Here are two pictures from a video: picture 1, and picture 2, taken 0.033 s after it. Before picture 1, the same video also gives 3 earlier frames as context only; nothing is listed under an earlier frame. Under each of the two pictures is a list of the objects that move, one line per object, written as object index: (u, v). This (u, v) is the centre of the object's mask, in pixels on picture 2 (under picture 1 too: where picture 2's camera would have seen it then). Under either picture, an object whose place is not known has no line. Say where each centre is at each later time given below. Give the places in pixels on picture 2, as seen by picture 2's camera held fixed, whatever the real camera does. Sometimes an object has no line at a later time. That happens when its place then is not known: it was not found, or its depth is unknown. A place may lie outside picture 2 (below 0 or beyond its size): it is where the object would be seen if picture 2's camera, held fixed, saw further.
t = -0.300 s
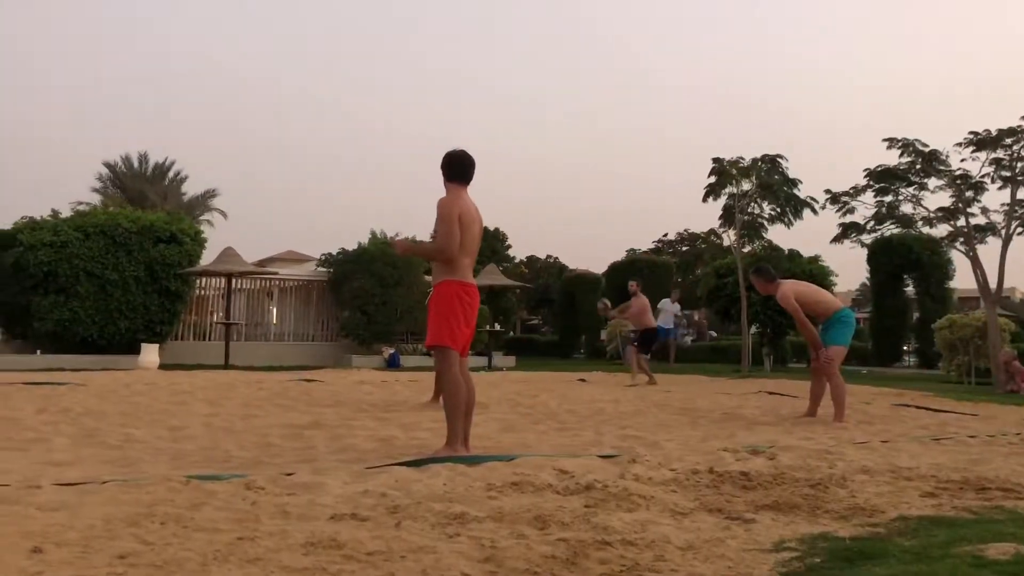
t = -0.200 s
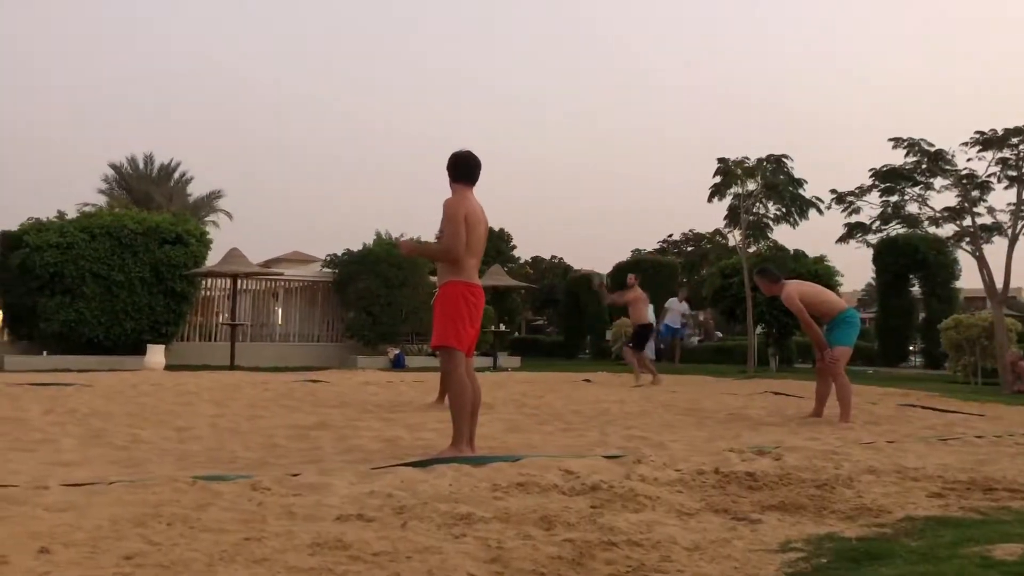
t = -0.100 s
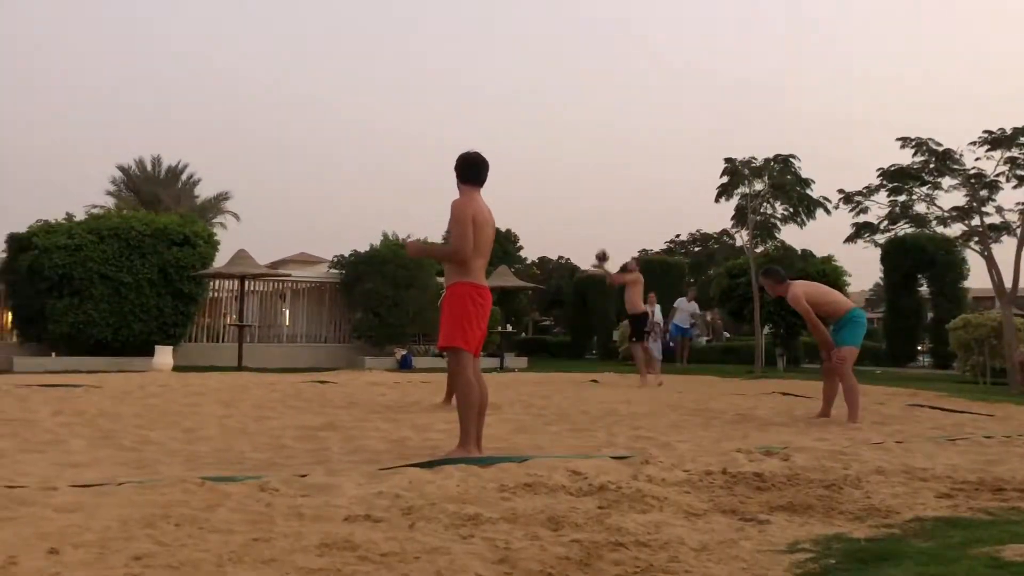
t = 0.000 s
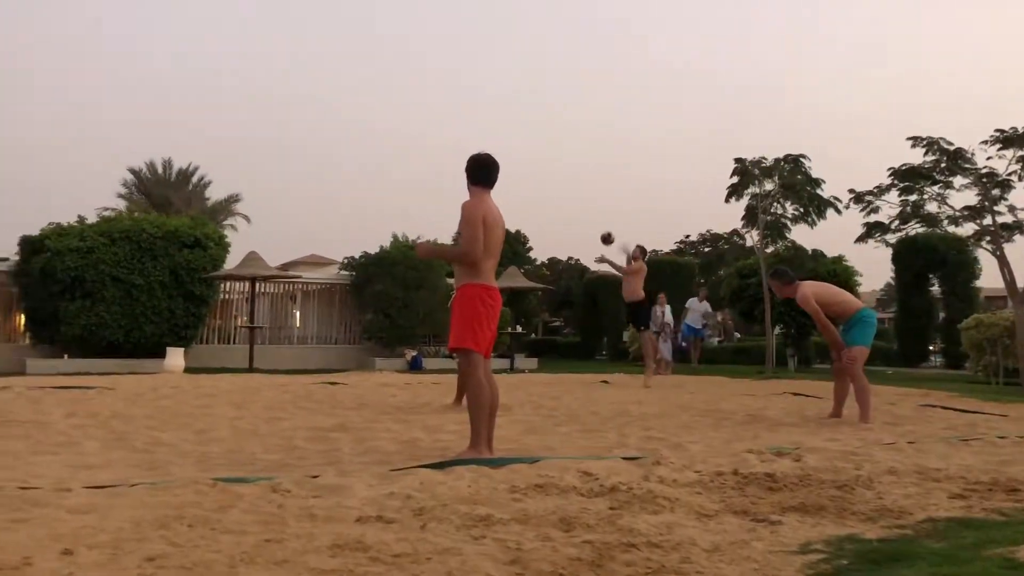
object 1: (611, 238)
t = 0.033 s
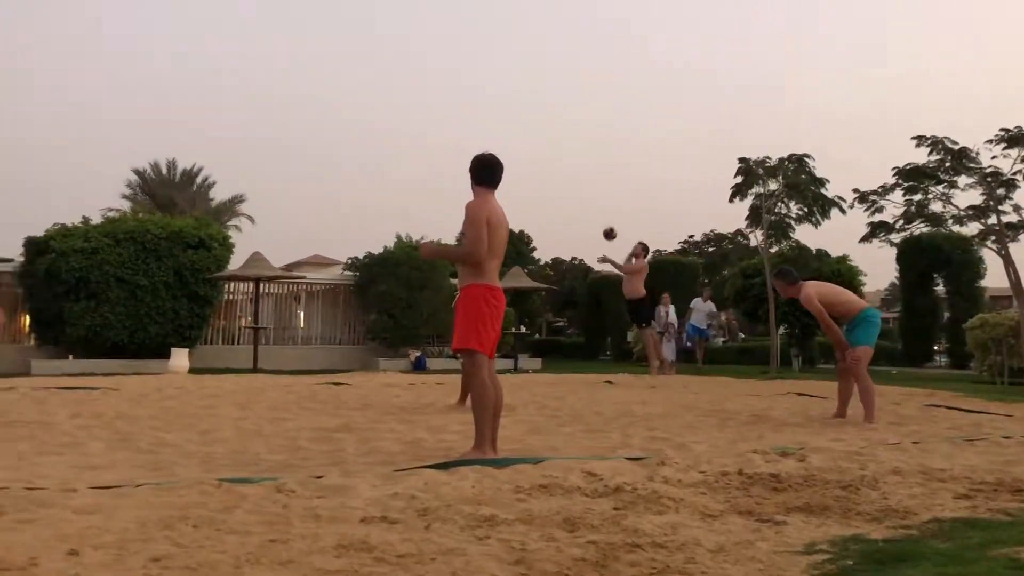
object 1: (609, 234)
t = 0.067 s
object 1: (608, 229)
